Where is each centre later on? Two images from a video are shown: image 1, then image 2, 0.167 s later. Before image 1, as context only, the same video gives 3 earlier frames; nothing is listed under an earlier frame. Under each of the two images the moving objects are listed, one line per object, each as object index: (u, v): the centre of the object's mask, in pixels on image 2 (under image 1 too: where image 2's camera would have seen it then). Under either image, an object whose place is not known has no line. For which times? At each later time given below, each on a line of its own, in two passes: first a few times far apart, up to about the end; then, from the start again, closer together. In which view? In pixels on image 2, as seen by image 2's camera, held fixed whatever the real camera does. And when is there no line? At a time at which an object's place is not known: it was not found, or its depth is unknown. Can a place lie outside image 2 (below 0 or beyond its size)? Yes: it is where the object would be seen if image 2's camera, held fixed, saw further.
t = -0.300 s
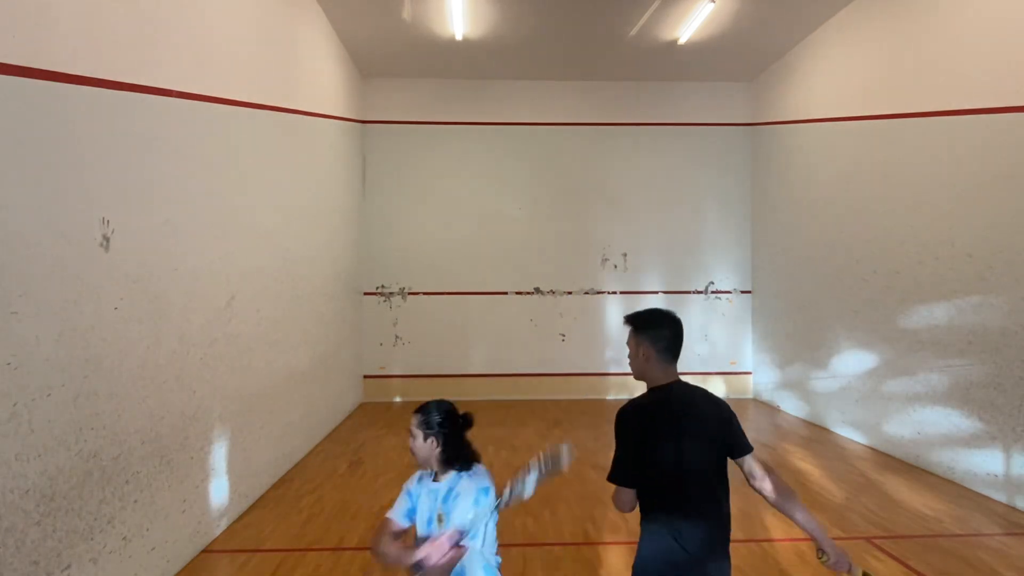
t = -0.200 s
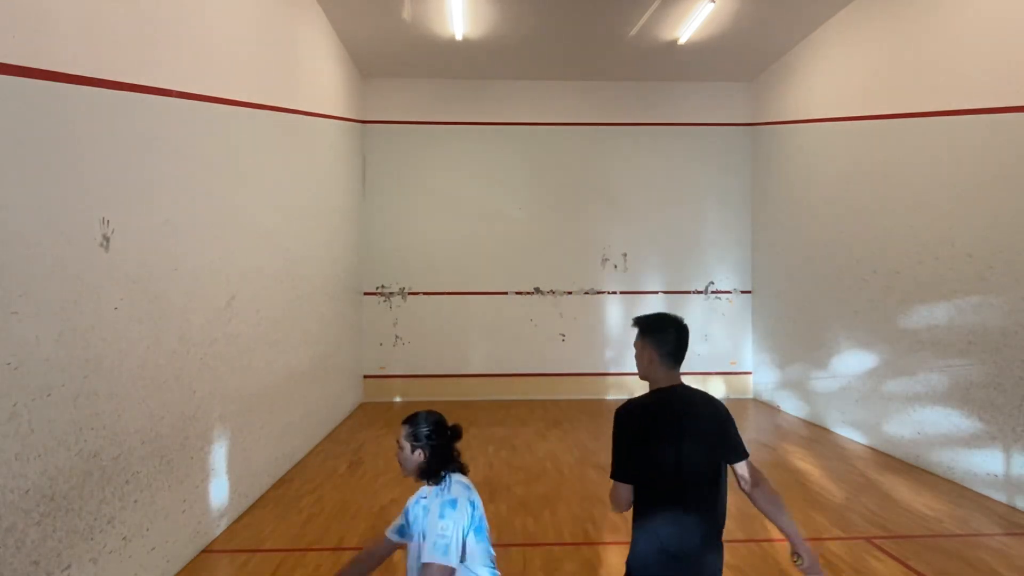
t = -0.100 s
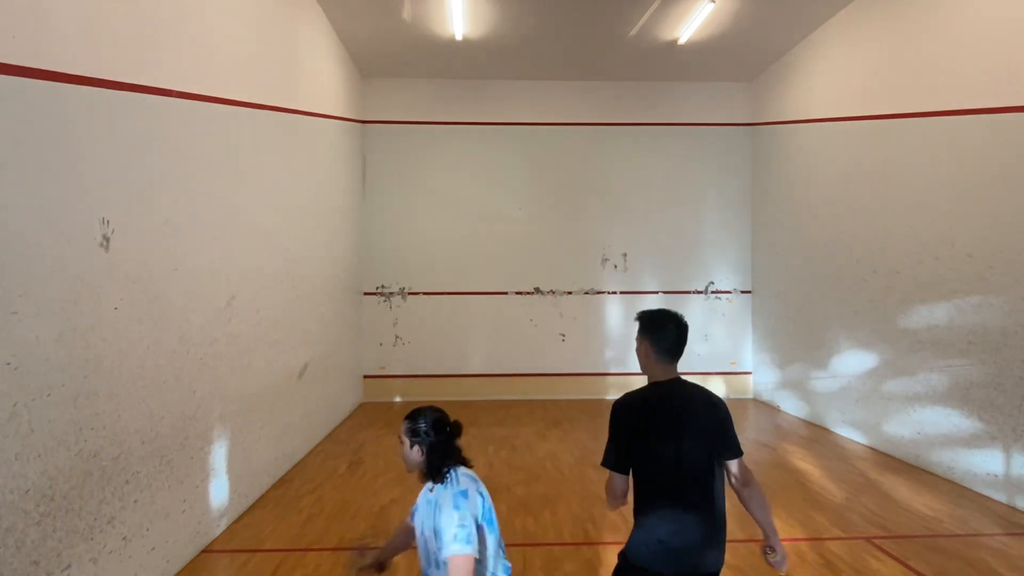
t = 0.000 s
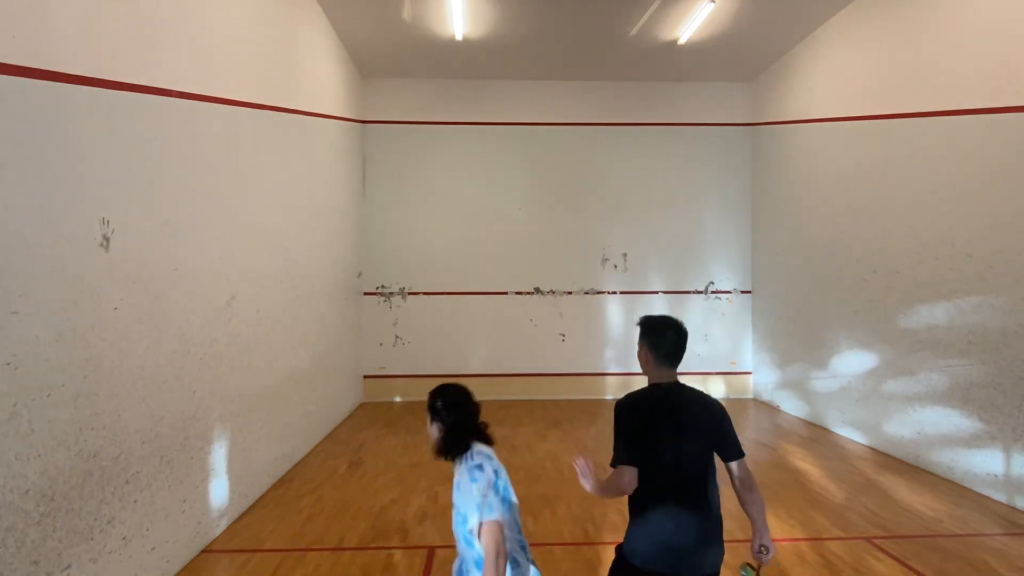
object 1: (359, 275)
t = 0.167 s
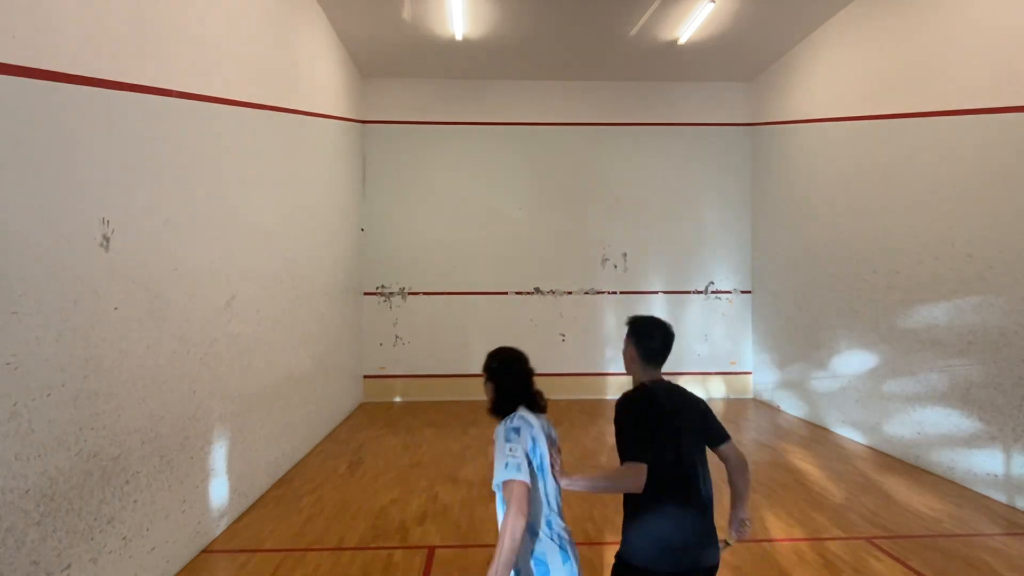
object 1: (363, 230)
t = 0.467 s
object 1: (298, 201)
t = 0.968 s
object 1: (34, 530)
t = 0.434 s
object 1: (304, 201)
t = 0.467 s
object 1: (298, 201)
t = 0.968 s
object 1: (34, 530)
